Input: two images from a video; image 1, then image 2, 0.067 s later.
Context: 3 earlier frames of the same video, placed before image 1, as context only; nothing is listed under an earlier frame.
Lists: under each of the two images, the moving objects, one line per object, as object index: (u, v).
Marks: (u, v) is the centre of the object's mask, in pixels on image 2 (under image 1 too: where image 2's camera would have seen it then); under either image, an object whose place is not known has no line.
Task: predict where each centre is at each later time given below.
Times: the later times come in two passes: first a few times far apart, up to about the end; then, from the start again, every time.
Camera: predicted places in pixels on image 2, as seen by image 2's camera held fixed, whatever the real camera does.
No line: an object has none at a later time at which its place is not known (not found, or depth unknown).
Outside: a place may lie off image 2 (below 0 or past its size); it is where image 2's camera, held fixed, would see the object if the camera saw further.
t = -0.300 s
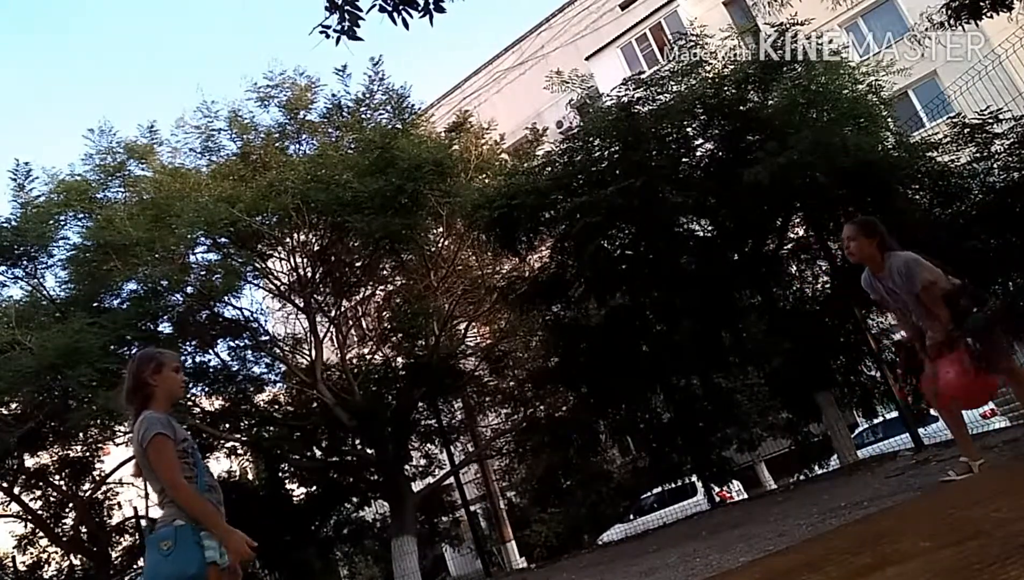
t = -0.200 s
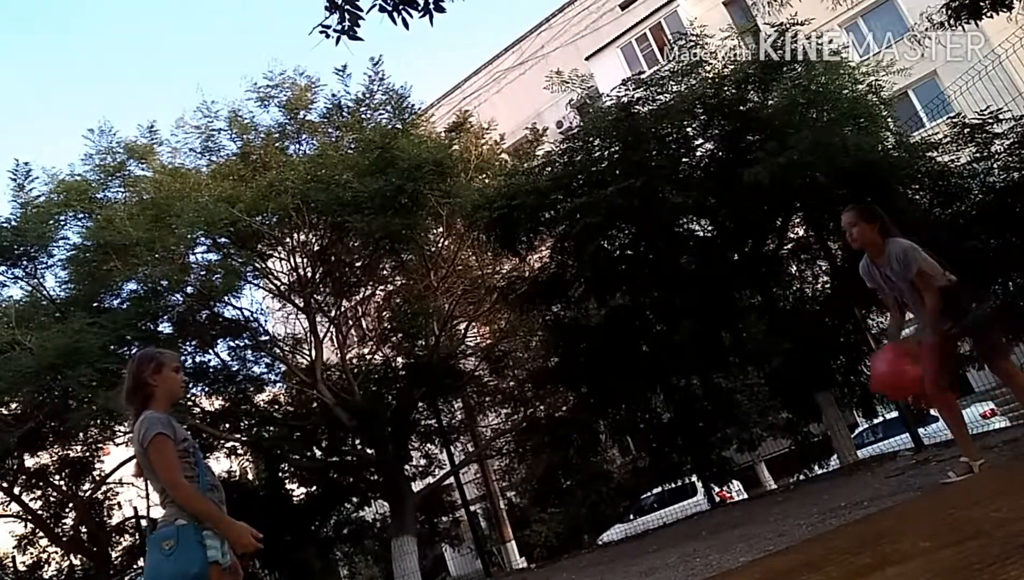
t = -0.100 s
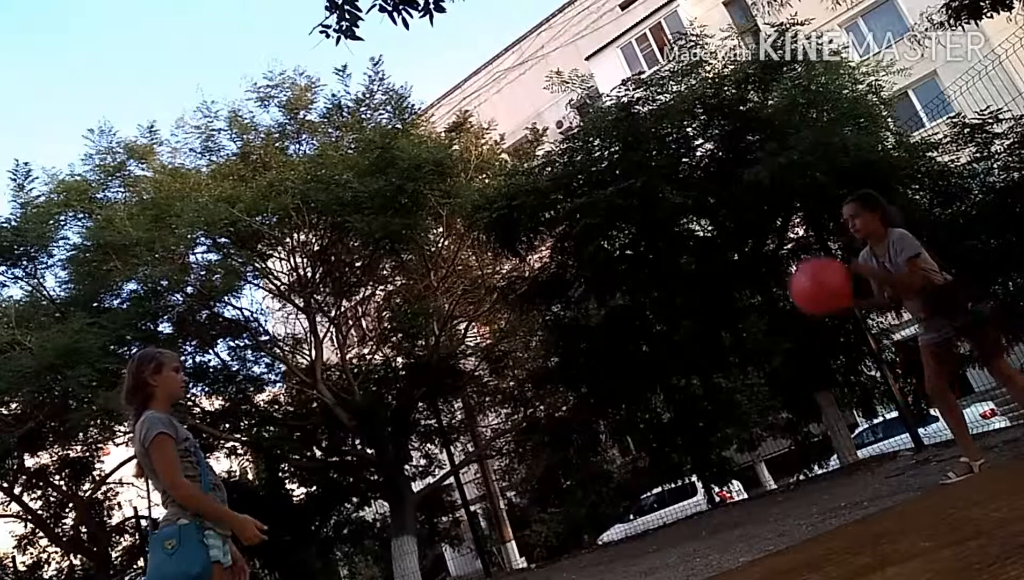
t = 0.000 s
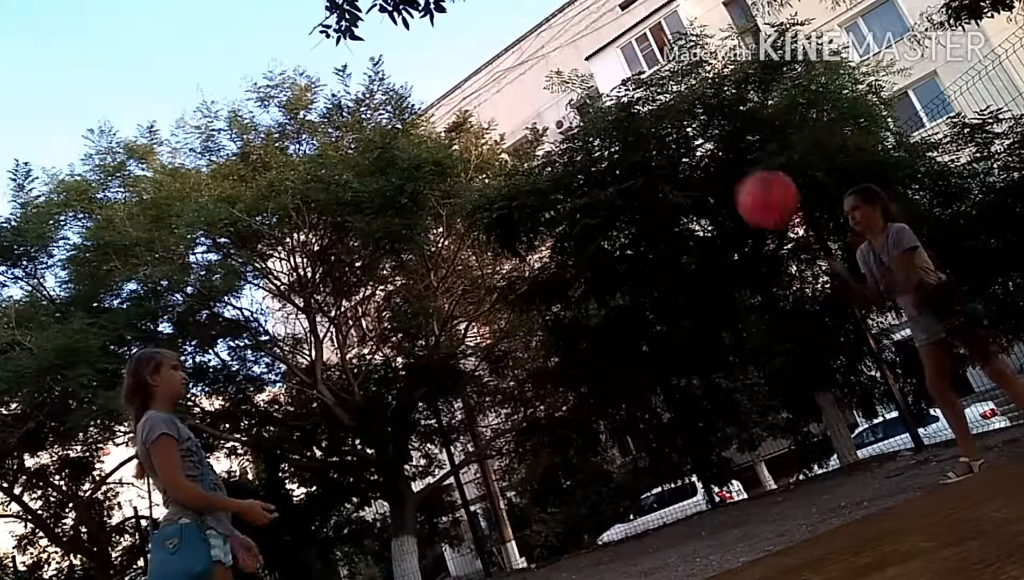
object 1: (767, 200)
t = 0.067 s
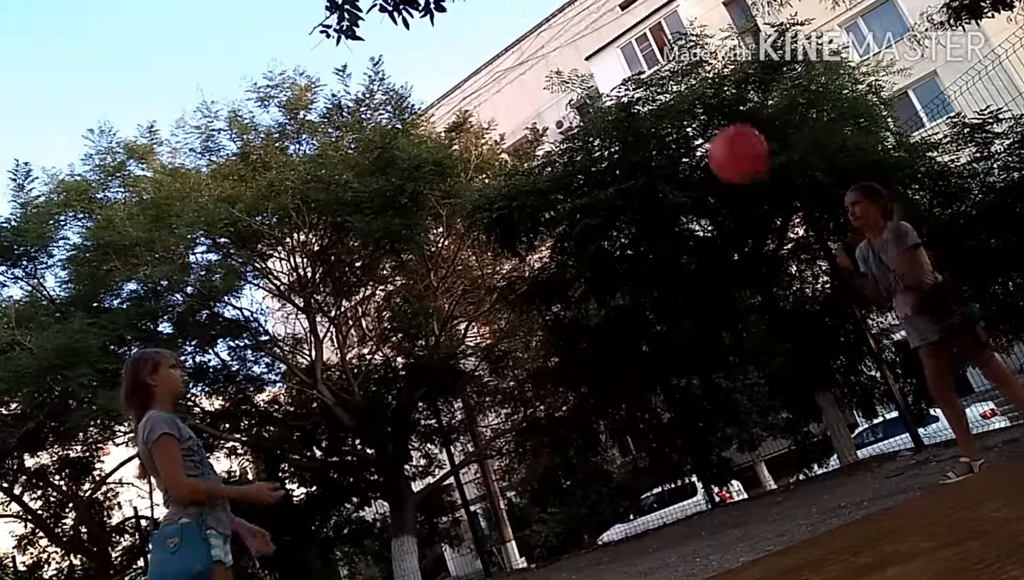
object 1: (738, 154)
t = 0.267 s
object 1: (675, 56)
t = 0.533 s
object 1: (643, 28)
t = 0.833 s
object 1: (679, 148)
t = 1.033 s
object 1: (760, 364)
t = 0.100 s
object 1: (724, 133)
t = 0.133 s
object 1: (712, 115)
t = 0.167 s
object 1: (701, 99)
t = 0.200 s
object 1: (690, 84)
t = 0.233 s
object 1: (682, 69)
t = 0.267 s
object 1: (675, 56)
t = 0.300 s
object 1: (668, 47)
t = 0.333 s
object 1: (662, 39)
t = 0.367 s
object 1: (657, 33)
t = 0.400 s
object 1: (652, 29)
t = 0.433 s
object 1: (649, 27)
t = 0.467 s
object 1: (645, 26)
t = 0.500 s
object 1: (644, 26)
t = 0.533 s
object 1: (643, 28)
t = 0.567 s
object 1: (643, 31)
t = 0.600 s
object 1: (644, 37)
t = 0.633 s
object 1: (646, 45)
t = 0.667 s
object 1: (650, 57)
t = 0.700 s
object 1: (653, 72)
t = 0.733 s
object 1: (659, 88)
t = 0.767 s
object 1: (664, 104)
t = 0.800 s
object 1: (671, 126)
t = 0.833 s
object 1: (679, 148)
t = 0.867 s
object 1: (689, 172)
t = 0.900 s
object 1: (701, 202)
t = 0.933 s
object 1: (714, 236)
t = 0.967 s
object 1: (728, 274)
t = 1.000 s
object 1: (744, 317)
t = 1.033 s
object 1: (760, 364)
